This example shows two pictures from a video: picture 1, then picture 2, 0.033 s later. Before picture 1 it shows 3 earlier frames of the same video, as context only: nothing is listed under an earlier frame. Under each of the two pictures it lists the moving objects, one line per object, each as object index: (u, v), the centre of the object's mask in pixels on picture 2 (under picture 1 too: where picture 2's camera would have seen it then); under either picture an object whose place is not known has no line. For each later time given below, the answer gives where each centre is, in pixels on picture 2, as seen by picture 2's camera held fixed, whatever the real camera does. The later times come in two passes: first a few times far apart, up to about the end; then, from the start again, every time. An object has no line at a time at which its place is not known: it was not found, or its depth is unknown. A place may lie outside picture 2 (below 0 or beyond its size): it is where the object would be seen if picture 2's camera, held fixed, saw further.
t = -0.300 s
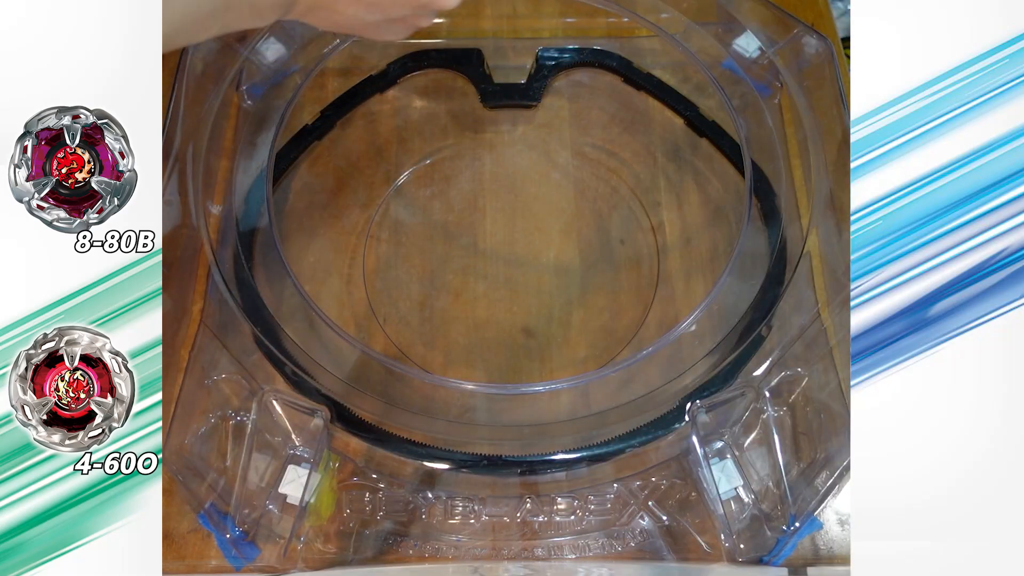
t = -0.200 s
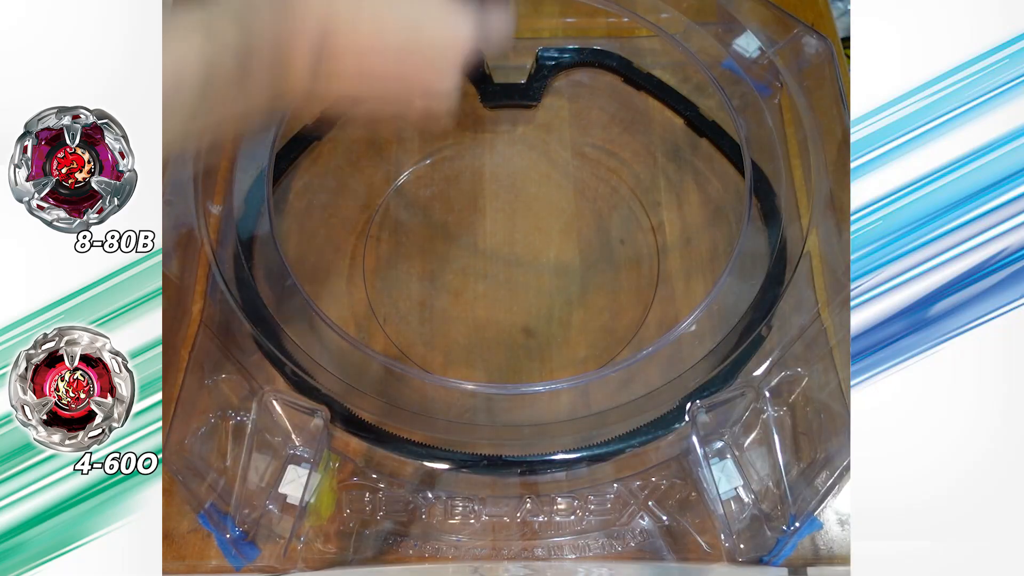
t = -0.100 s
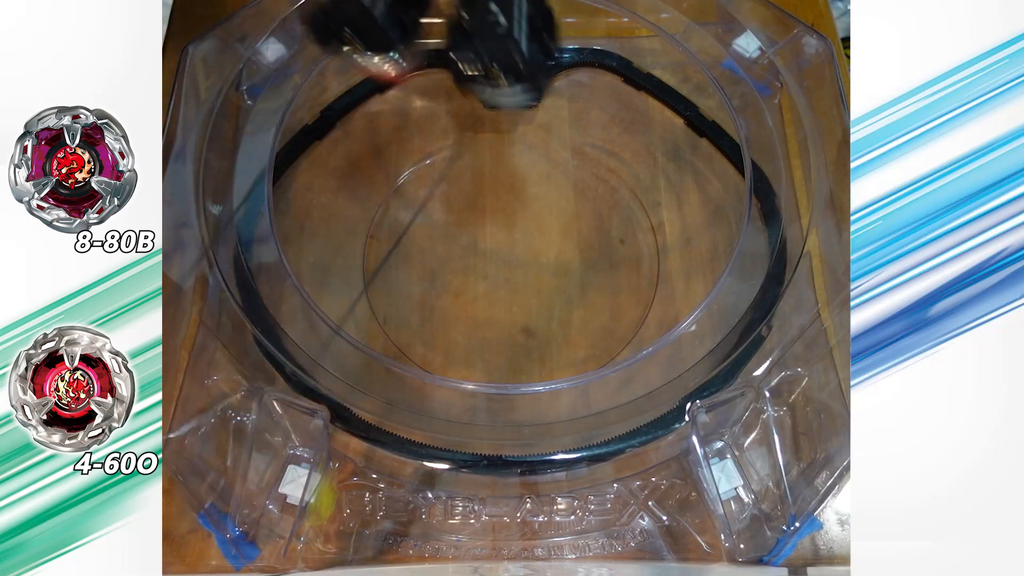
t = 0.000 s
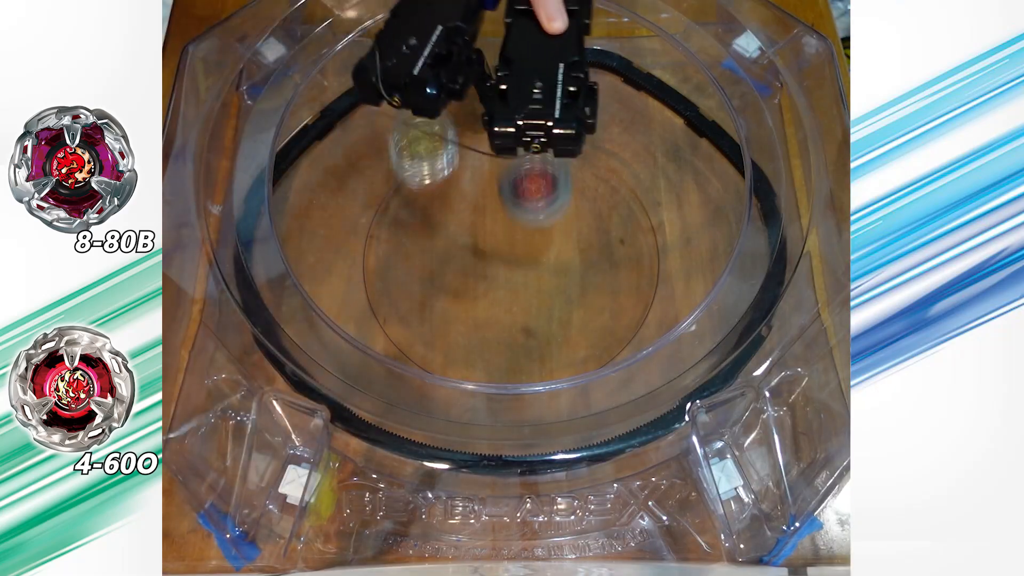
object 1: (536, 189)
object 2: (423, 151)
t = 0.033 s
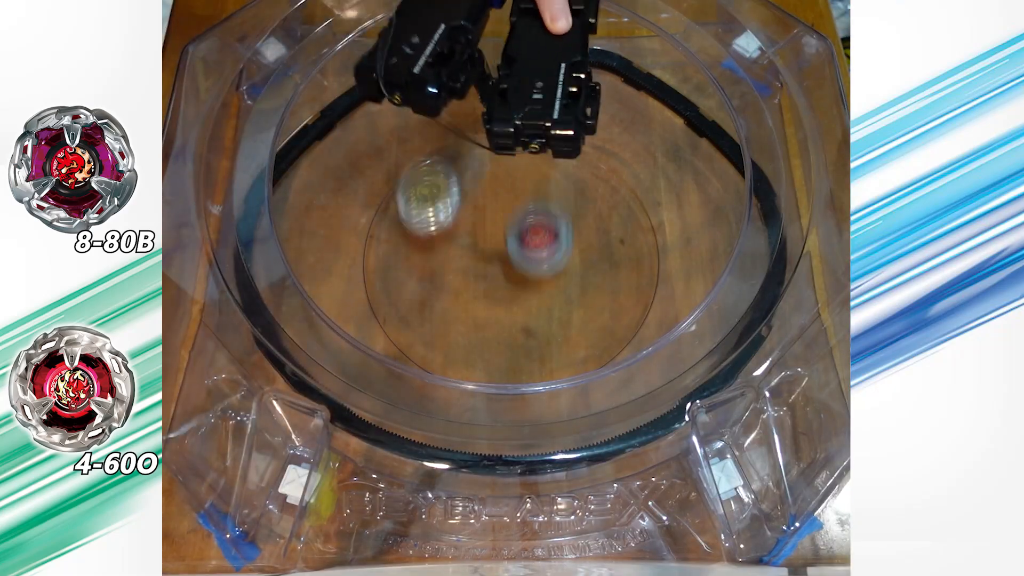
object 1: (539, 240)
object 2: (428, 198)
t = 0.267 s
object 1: (682, 280)
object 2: (233, 182)
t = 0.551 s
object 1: (502, 160)
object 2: (472, 239)
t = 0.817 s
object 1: (464, 225)
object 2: (538, 343)
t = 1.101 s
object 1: (543, 373)
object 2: (518, 184)
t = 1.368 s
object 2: (314, 179)
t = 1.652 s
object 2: (552, 424)
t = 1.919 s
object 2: (601, 218)
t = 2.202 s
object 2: (345, 177)
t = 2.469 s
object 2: (397, 375)
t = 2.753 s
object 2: (655, 323)
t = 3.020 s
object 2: (539, 113)
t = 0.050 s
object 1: (539, 252)
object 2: (432, 218)
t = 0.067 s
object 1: (538, 248)
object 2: (437, 220)
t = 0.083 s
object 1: (536, 246)
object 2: (443, 223)
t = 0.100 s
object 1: (534, 246)
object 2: (448, 228)
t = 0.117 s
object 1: (532, 248)
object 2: (455, 236)
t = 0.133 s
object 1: (543, 256)
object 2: (449, 241)
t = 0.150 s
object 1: (589, 277)
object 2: (416, 240)
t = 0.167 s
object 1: (631, 301)
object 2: (384, 236)
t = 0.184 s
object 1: (676, 325)
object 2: (358, 223)
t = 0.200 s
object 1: (722, 350)
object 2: (329, 211)
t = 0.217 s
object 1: (719, 337)
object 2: (306, 201)
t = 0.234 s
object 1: (707, 315)
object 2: (275, 194)
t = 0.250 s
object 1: (697, 298)
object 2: (256, 190)
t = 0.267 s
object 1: (682, 280)
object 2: (233, 182)
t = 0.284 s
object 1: (675, 269)
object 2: (234, 177)
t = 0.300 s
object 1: (664, 259)
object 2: (247, 177)
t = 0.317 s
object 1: (652, 251)
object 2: (266, 178)
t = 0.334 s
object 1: (639, 245)
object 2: (293, 181)
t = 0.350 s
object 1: (627, 240)
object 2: (304, 187)
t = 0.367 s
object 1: (615, 237)
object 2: (317, 188)
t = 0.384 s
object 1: (603, 226)
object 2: (331, 187)
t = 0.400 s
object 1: (592, 215)
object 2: (346, 188)
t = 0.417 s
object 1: (579, 206)
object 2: (361, 191)
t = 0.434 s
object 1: (566, 200)
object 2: (378, 195)
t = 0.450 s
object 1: (554, 195)
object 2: (394, 201)
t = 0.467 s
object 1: (542, 189)
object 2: (410, 204)
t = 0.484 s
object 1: (530, 184)
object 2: (426, 209)
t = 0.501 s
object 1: (519, 179)
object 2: (443, 213)
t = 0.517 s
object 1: (507, 176)
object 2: (459, 218)
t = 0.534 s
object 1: (503, 169)
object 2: (467, 227)
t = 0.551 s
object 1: (502, 160)
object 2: (472, 239)
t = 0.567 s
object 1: (501, 152)
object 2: (476, 251)
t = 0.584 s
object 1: (500, 147)
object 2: (481, 263)
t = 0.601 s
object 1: (498, 143)
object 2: (484, 274)
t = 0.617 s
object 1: (496, 141)
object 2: (487, 284)
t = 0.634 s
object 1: (494, 141)
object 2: (489, 295)
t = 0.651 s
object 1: (492, 142)
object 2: (490, 304)
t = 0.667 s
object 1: (490, 144)
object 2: (491, 312)
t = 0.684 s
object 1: (487, 148)
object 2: (492, 320)
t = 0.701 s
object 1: (484, 153)
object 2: (494, 327)
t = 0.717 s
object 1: (480, 161)
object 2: (498, 333)
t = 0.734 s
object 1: (477, 169)
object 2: (503, 338)
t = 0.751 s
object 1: (474, 178)
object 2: (508, 342)
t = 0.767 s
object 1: (470, 190)
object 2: (515, 345)
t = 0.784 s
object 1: (468, 201)
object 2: (523, 346)
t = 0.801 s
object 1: (466, 213)
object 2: (530, 345)
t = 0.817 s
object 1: (464, 225)
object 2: (538, 343)
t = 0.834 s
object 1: (463, 237)
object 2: (547, 340)
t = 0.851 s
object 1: (462, 249)
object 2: (554, 335)
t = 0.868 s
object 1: (463, 261)
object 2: (561, 328)
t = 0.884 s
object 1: (464, 273)
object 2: (566, 320)
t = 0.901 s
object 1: (466, 286)
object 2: (571, 311)
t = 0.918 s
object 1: (469, 297)
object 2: (574, 301)
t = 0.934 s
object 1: (472, 309)
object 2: (576, 290)
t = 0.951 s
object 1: (477, 320)
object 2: (577, 279)
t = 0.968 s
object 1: (482, 330)
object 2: (576, 267)
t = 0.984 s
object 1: (488, 340)
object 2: (573, 256)
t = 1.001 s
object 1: (495, 349)
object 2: (569, 245)
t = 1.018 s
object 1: (502, 355)
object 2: (563, 233)
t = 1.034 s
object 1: (510, 361)
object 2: (557, 222)
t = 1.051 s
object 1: (518, 373)
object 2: (548, 211)
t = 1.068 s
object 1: (526, 373)
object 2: (540, 202)
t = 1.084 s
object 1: (534, 372)
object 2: (530, 193)
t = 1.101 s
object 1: (543, 373)
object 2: (518, 184)
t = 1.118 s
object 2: (506, 176)
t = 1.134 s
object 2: (494, 169)
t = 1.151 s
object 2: (480, 163)
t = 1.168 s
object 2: (466, 159)
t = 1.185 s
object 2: (453, 155)
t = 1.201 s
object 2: (439, 152)
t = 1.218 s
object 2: (426, 150)
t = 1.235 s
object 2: (411, 151)
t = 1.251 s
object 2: (400, 153)
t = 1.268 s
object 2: (389, 157)
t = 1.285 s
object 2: (378, 162)
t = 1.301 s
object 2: (367, 167)
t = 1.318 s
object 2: (354, 171)
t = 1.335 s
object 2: (342, 174)
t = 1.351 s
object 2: (328, 177)
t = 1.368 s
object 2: (314, 179)
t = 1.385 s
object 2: (302, 183)
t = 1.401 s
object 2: (286, 186)
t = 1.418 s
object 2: (271, 190)
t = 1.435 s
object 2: (262, 197)
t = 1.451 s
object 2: (269, 216)
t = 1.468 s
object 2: (284, 243)
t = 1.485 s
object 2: (298, 271)
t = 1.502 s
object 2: (315, 300)
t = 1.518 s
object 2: (333, 328)
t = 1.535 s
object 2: (348, 349)
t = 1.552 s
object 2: (363, 372)
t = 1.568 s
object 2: (385, 403)
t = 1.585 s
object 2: (405, 413)
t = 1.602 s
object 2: (443, 419)
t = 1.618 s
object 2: (475, 427)
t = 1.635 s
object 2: (511, 429)
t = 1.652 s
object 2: (552, 424)
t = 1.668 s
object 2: (584, 423)
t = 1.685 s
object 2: (600, 408)
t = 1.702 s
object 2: (610, 384)
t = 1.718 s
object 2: (618, 372)
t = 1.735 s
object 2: (625, 358)
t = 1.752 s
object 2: (631, 344)
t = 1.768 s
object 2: (635, 328)
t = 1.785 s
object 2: (639, 316)
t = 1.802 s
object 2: (642, 303)
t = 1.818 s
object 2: (642, 290)
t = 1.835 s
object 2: (641, 279)
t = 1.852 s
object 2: (636, 265)
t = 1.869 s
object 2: (630, 252)
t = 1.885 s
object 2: (622, 240)
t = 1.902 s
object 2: (612, 228)
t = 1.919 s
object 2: (601, 218)
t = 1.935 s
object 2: (589, 206)
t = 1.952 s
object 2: (575, 197)
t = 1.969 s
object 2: (562, 188)
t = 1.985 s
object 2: (547, 181)
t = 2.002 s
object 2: (532, 174)
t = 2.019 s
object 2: (515, 168)
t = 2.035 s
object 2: (498, 163)
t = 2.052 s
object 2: (482, 159)
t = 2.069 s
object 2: (465, 155)
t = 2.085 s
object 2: (448, 154)
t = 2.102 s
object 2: (431, 153)
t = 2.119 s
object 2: (414, 153)
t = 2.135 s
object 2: (398, 154)
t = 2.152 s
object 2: (384, 156)
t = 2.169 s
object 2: (371, 161)
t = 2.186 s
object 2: (358, 168)
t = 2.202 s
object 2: (345, 177)
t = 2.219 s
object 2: (331, 180)
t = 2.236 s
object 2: (314, 182)
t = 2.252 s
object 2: (302, 186)
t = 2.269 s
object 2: (286, 189)
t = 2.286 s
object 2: (270, 192)
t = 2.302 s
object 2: (262, 198)
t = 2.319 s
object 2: (269, 211)
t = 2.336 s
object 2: (279, 229)
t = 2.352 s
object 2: (295, 249)
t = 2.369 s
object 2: (310, 272)
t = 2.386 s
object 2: (325, 295)
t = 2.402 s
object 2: (337, 309)
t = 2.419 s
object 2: (350, 323)
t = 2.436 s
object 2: (364, 341)
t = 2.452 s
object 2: (381, 362)
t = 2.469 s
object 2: (397, 375)
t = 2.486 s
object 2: (410, 383)
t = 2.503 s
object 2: (422, 397)
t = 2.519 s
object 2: (439, 415)
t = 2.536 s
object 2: (454, 420)
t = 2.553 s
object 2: (469, 428)
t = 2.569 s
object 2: (495, 426)
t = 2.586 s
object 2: (519, 423)
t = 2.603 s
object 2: (538, 420)
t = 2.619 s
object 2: (557, 415)
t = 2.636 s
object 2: (573, 403)
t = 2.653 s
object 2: (589, 394)
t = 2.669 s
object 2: (605, 382)
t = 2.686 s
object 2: (617, 373)
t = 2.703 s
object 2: (630, 363)
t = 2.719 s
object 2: (640, 351)
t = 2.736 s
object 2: (648, 338)
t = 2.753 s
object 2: (655, 323)
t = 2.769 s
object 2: (660, 308)
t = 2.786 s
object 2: (665, 295)
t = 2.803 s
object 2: (667, 280)
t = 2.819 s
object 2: (669, 265)
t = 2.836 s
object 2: (669, 249)
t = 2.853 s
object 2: (666, 234)
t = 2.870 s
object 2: (662, 217)
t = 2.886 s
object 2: (654, 201)
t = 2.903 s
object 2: (646, 186)
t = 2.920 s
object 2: (637, 171)
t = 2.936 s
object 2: (623, 159)
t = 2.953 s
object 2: (607, 148)
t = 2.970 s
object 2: (591, 139)
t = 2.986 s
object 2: (573, 130)
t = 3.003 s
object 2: (556, 122)
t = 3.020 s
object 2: (539, 113)
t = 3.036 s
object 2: (524, 104)
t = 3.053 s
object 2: (508, 95)
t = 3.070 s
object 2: (493, 96)
